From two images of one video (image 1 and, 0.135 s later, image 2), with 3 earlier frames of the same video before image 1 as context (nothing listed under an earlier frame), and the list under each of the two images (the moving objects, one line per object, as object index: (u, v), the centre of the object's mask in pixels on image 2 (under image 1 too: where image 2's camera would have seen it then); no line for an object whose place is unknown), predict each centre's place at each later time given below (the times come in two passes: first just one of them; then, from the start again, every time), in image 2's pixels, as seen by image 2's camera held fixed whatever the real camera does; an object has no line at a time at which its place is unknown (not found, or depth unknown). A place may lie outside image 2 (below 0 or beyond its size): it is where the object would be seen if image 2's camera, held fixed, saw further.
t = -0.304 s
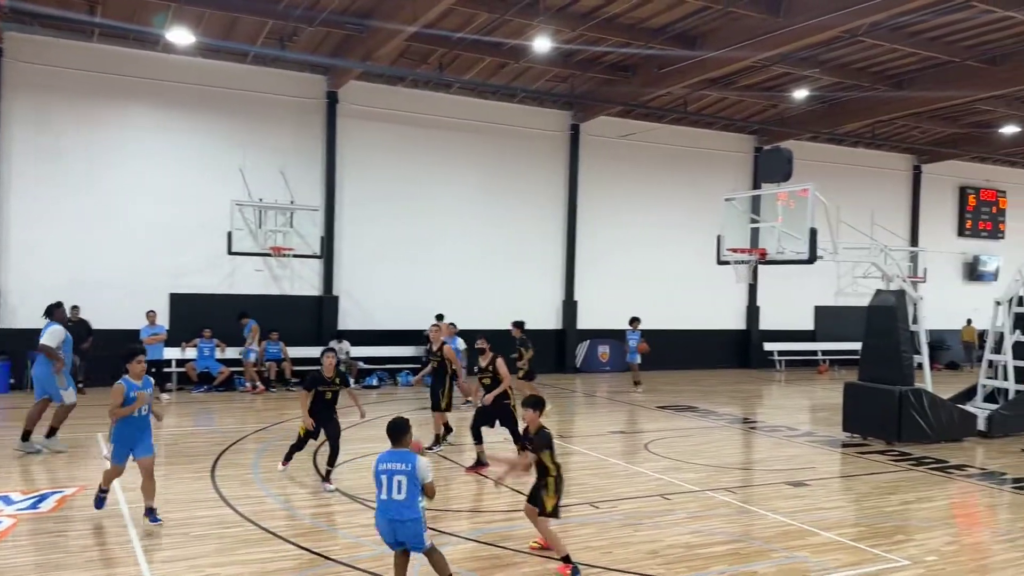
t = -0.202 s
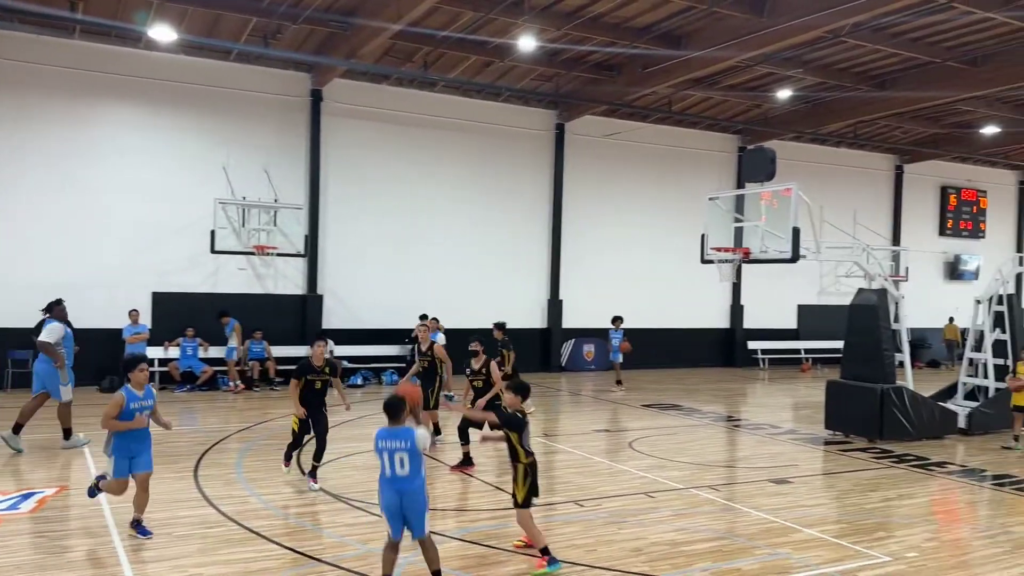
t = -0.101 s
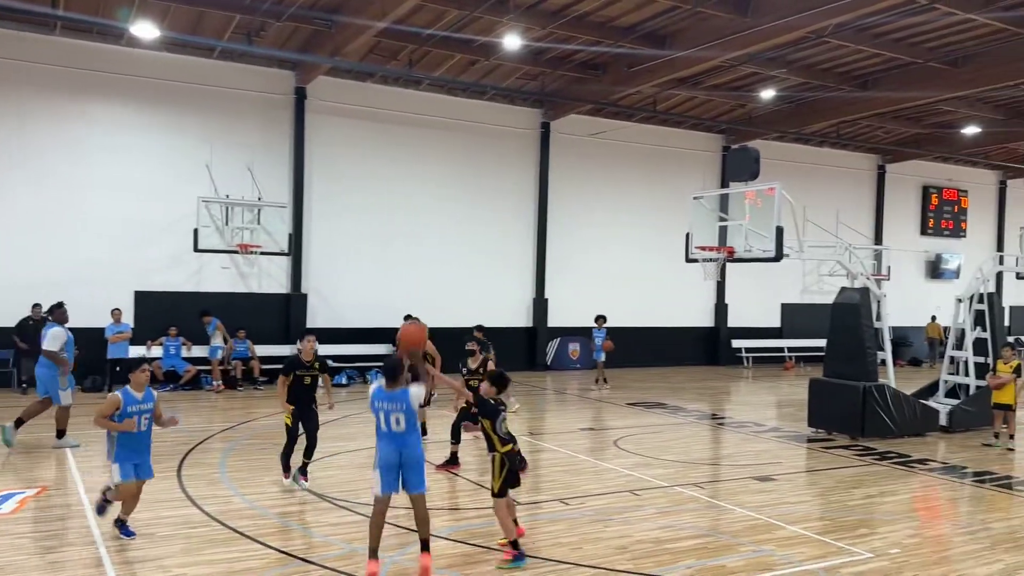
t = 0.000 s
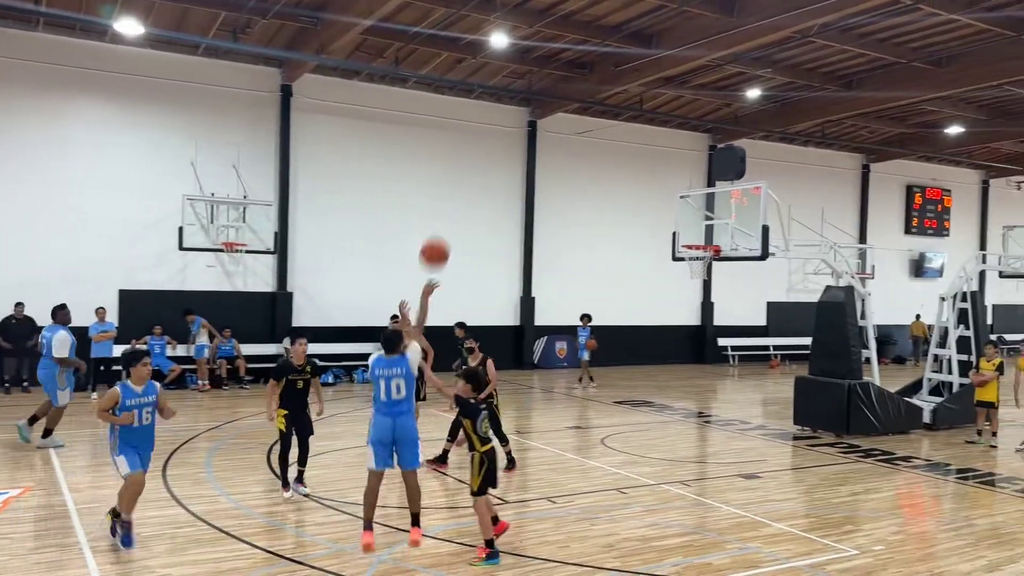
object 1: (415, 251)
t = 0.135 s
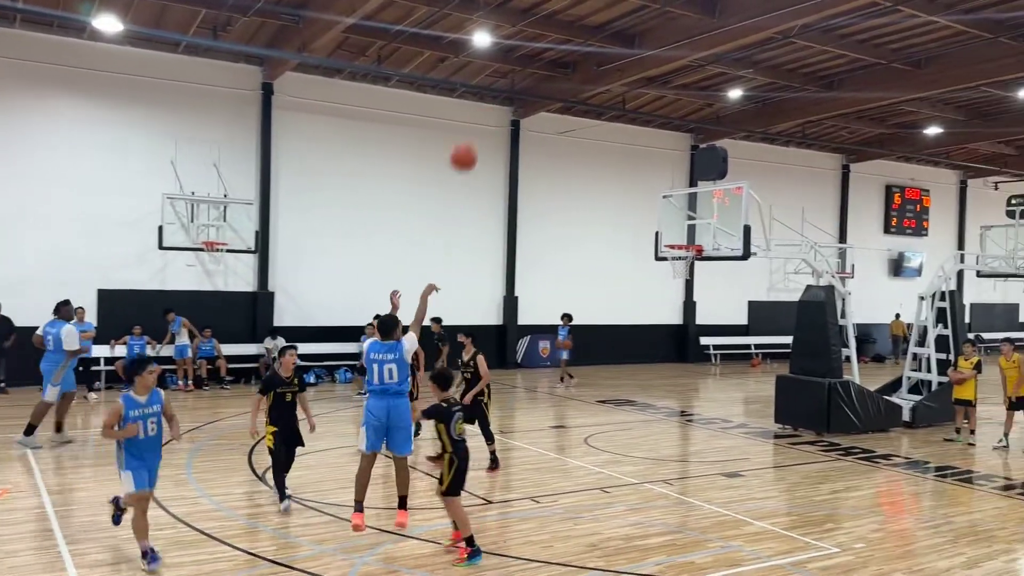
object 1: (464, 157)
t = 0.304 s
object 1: (509, 84)
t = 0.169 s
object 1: (474, 139)
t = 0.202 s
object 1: (483, 123)
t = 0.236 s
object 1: (493, 107)
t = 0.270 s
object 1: (501, 94)
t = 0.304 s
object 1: (509, 84)
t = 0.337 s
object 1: (517, 73)
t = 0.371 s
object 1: (524, 66)
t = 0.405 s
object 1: (532, 58)
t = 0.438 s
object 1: (539, 53)
